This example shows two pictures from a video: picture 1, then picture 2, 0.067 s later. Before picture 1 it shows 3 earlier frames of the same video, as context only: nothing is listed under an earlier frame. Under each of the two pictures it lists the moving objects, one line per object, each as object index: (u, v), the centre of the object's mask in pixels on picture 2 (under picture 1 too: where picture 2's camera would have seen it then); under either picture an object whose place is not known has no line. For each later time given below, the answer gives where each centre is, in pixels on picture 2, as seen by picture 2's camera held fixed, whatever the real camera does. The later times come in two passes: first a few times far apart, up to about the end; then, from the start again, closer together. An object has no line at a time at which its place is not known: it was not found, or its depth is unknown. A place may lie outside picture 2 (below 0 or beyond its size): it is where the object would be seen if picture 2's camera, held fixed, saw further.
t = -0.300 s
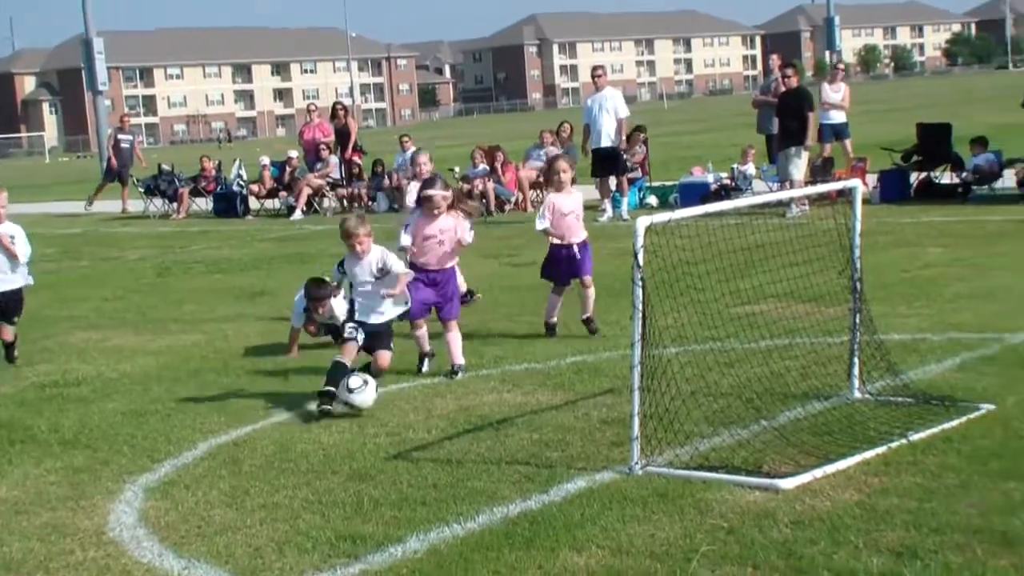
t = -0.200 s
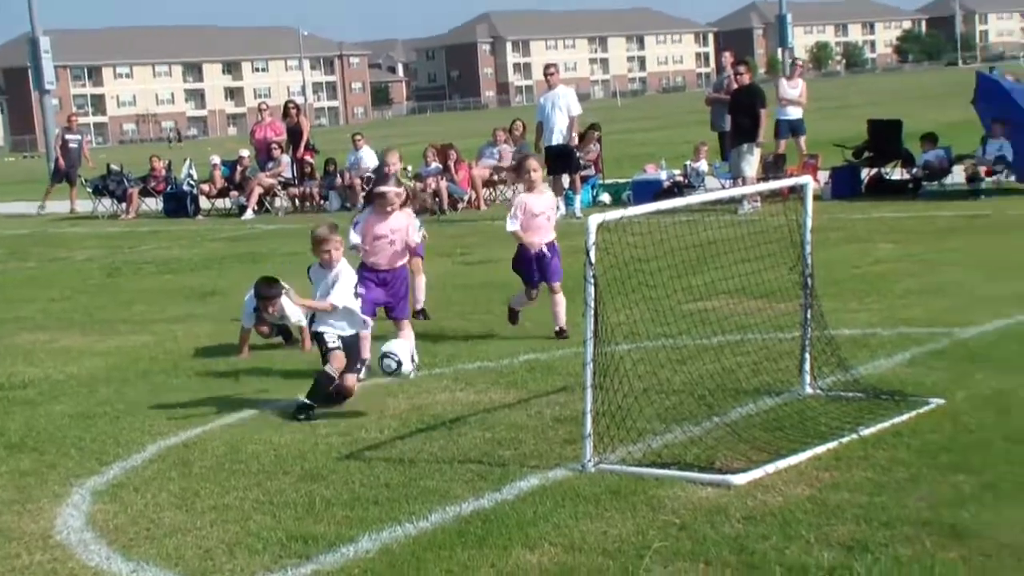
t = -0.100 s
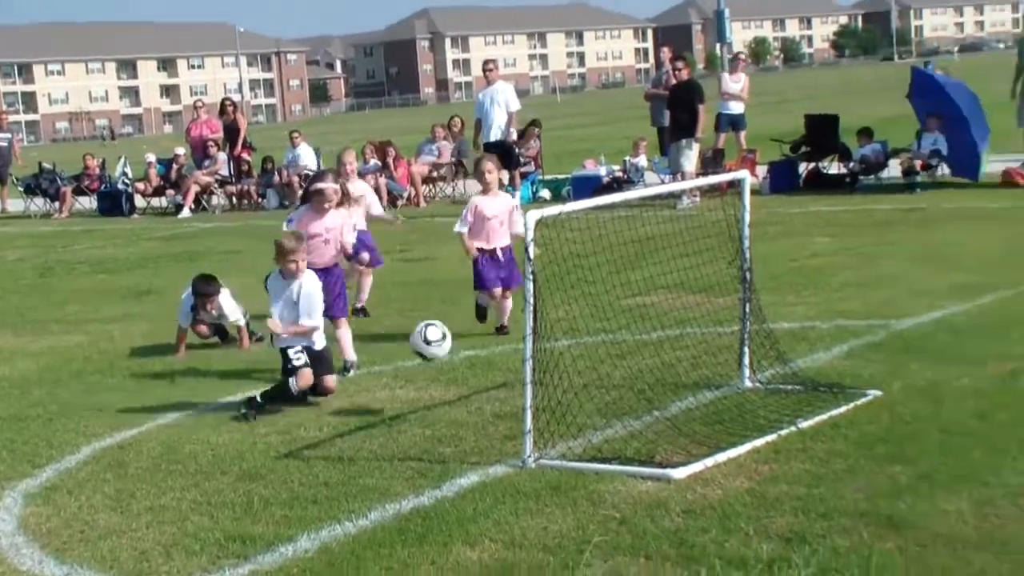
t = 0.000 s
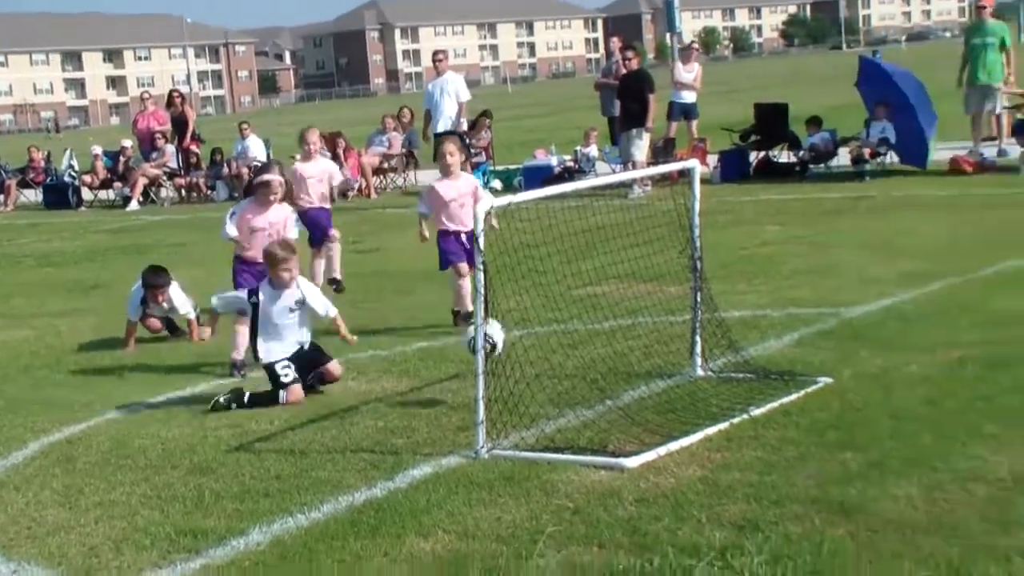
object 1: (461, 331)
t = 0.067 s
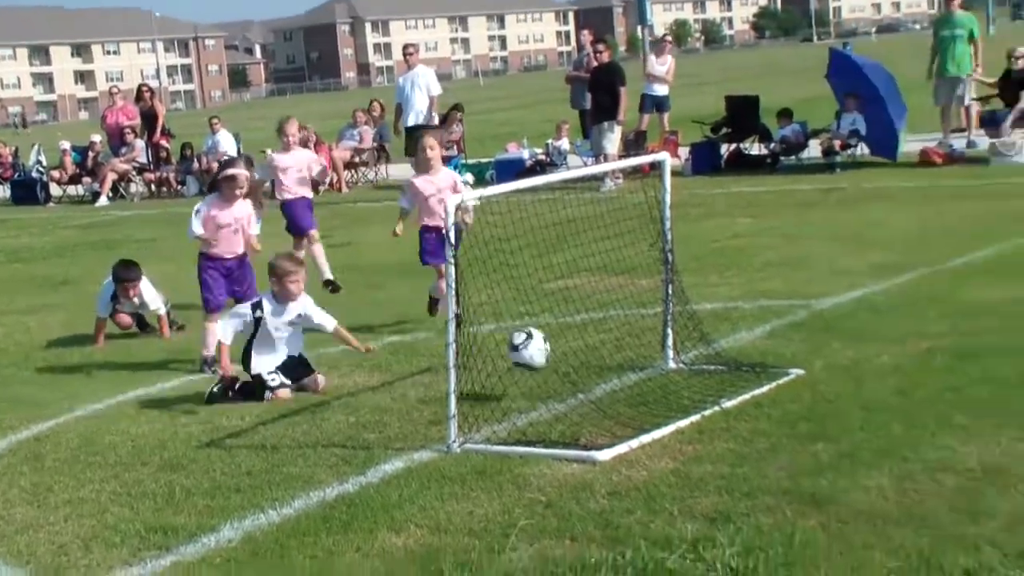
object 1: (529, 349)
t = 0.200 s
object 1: (665, 377)
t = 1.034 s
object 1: (711, 379)
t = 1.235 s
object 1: (711, 379)
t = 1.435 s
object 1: (710, 379)
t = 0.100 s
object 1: (566, 361)
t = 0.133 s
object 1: (603, 377)
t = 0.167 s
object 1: (639, 386)
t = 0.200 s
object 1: (665, 377)
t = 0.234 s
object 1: (690, 370)
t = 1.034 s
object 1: (711, 379)
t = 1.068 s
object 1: (711, 379)
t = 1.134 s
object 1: (711, 379)
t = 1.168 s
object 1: (711, 379)
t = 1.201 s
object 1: (711, 379)
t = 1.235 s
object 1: (711, 379)
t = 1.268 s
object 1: (710, 379)
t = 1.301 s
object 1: (711, 379)
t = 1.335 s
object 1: (711, 379)
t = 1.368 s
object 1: (710, 379)
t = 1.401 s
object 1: (710, 380)
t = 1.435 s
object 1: (710, 379)
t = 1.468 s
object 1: (710, 380)
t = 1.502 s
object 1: (710, 379)
